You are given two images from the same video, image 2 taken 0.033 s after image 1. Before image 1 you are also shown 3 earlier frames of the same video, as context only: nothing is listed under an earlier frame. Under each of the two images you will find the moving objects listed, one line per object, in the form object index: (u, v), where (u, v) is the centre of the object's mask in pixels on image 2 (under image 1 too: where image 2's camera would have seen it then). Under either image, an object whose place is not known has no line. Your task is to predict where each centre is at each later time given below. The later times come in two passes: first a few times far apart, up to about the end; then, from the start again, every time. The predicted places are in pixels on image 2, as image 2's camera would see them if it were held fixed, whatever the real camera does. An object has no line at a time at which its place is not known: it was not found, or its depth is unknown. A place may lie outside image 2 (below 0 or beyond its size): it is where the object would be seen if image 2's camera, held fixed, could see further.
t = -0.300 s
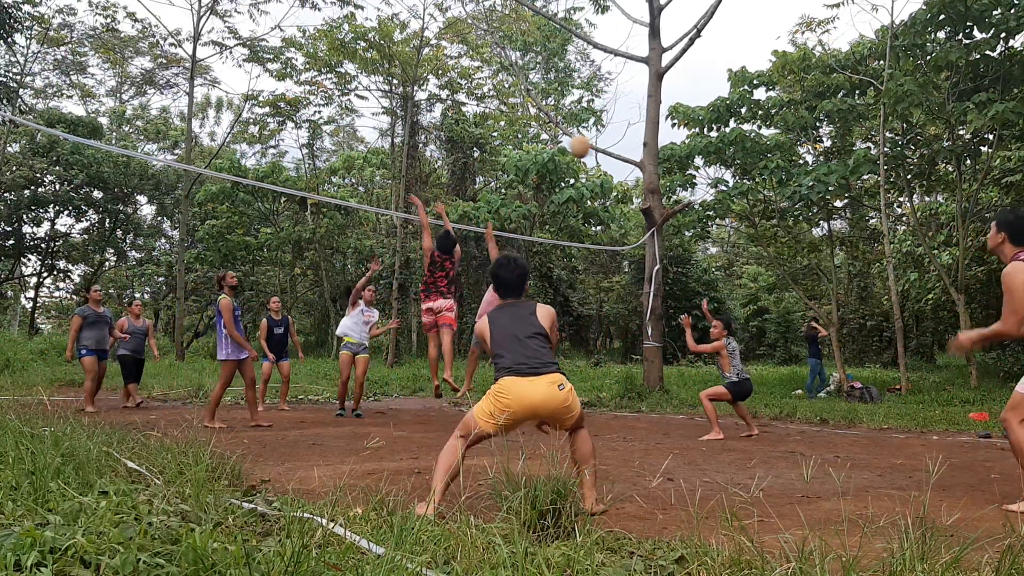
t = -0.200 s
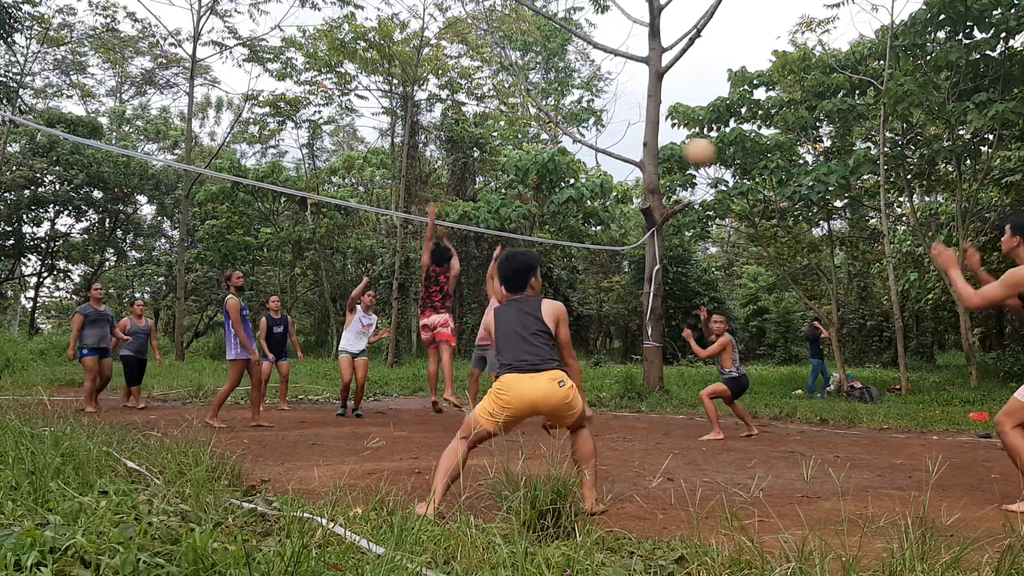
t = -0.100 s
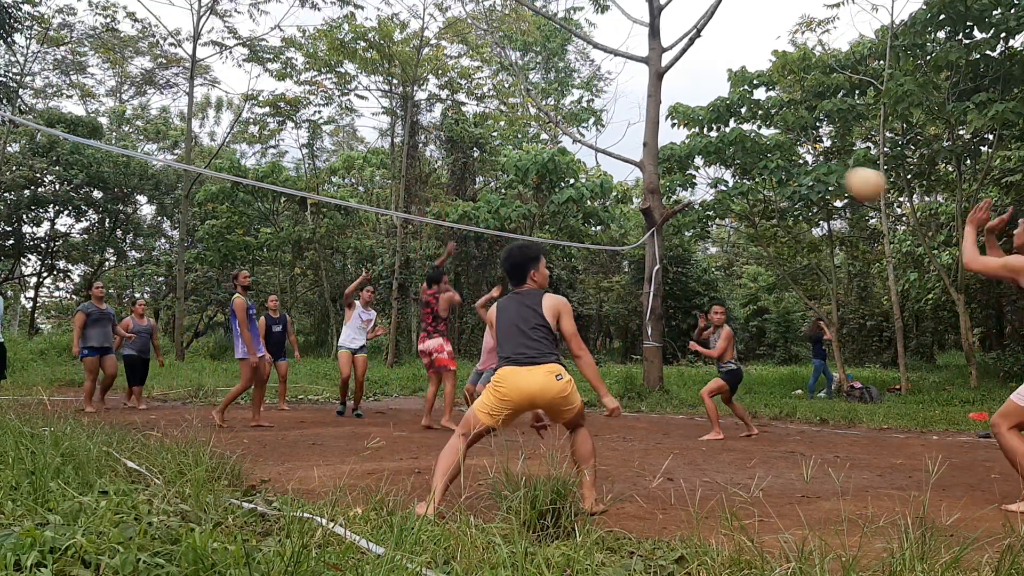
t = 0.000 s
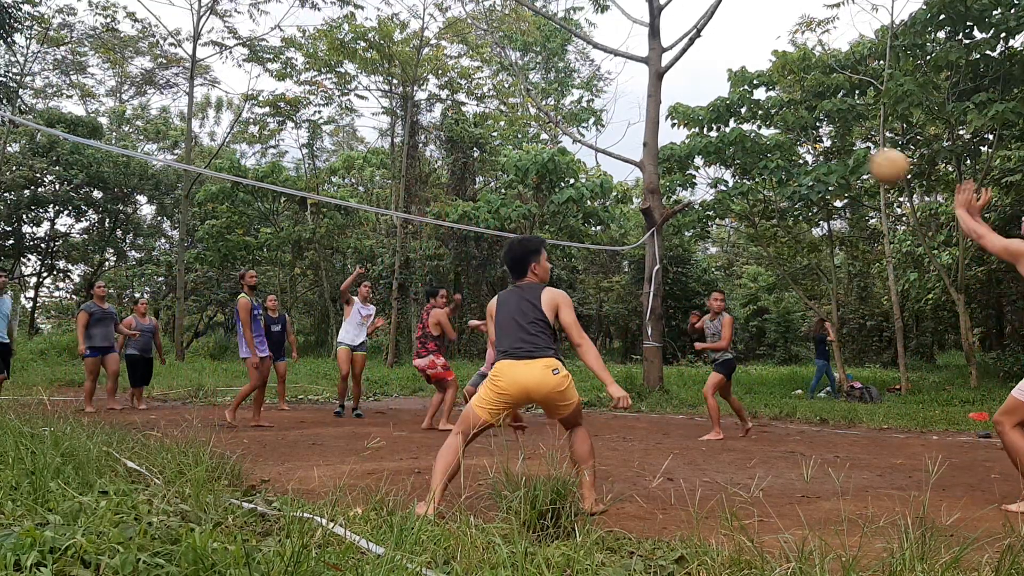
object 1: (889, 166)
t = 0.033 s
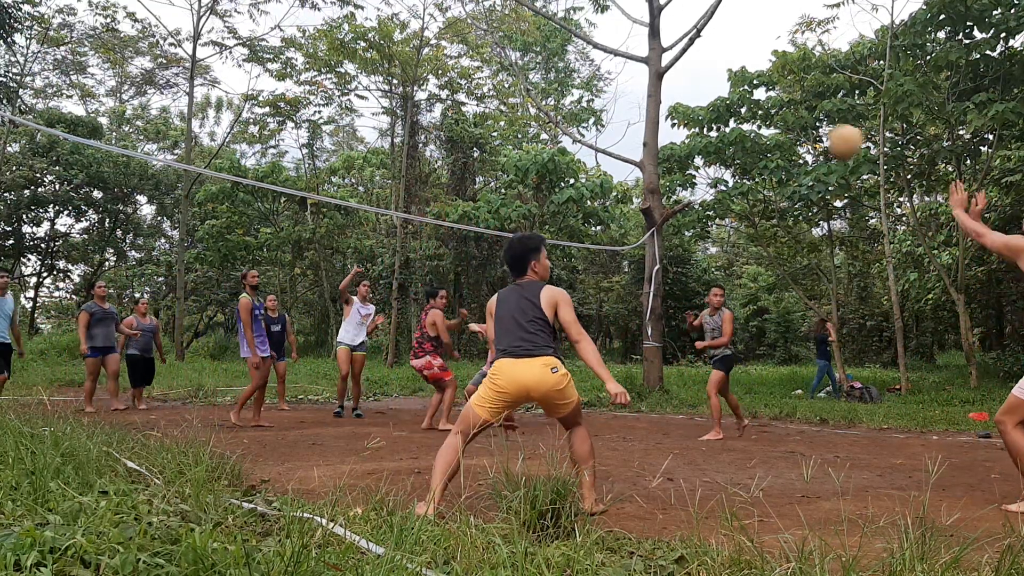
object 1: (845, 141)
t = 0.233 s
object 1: (631, 56)
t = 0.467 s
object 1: (458, 45)
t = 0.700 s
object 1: (332, 93)
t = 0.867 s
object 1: (262, 151)
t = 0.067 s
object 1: (802, 119)
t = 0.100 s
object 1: (766, 103)
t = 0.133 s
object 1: (731, 88)
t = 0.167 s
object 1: (695, 76)
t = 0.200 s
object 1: (661, 64)
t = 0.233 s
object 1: (631, 56)
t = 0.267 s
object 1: (603, 50)
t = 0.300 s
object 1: (576, 45)
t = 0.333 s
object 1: (550, 42)
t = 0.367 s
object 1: (525, 40)
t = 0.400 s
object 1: (502, 41)
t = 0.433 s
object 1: (480, 42)
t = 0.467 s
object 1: (458, 45)
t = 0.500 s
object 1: (438, 49)
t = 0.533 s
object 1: (418, 54)
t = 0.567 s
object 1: (399, 59)
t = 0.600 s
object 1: (382, 66)
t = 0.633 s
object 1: (365, 74)
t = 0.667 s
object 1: (347, 84)
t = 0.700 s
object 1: (332, 93)
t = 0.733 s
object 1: (317, 103)
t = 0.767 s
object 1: (302, 114)
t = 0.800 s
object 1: (289, 126)
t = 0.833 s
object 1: (275, 138)
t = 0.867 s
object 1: (262, 151)
